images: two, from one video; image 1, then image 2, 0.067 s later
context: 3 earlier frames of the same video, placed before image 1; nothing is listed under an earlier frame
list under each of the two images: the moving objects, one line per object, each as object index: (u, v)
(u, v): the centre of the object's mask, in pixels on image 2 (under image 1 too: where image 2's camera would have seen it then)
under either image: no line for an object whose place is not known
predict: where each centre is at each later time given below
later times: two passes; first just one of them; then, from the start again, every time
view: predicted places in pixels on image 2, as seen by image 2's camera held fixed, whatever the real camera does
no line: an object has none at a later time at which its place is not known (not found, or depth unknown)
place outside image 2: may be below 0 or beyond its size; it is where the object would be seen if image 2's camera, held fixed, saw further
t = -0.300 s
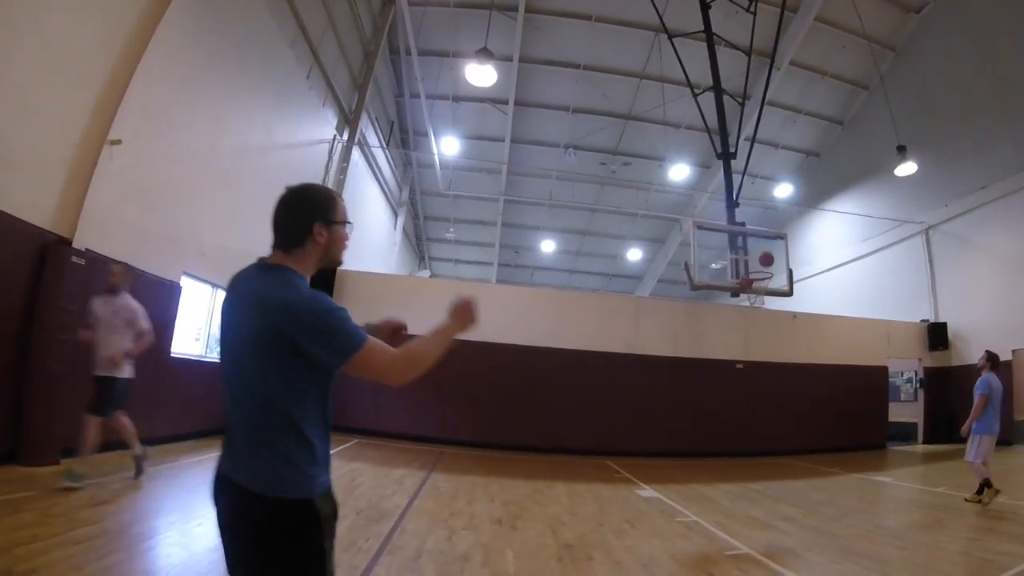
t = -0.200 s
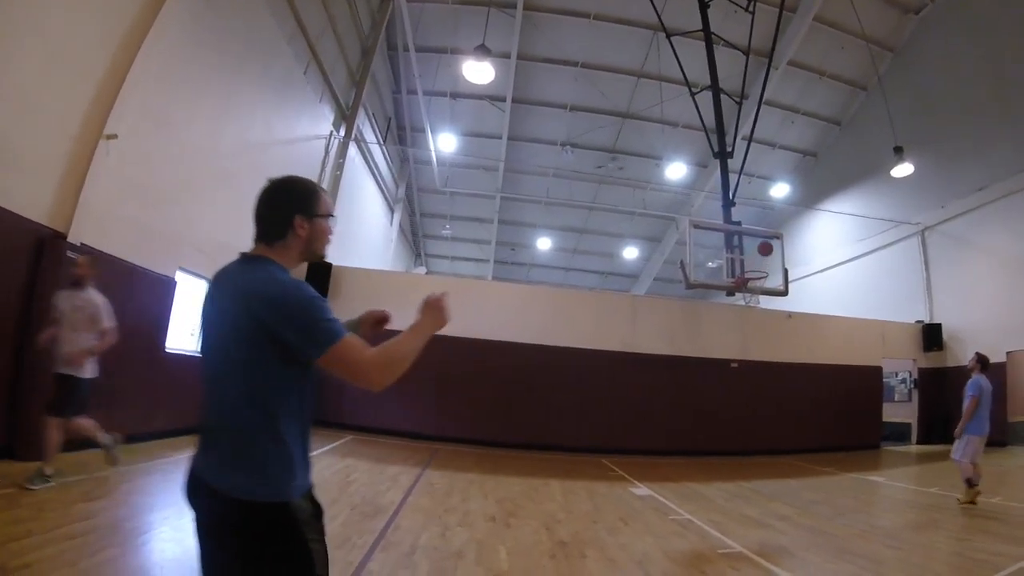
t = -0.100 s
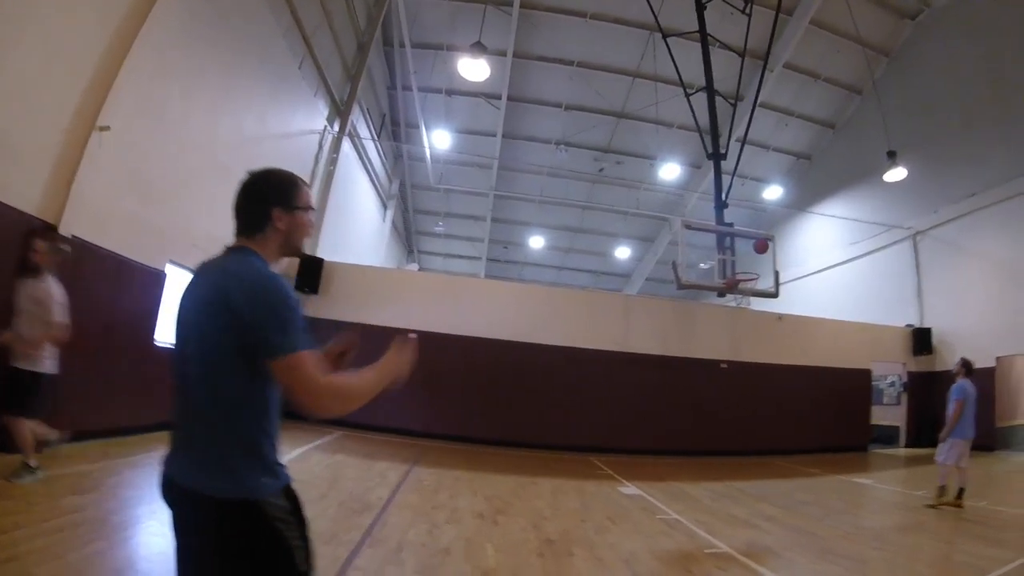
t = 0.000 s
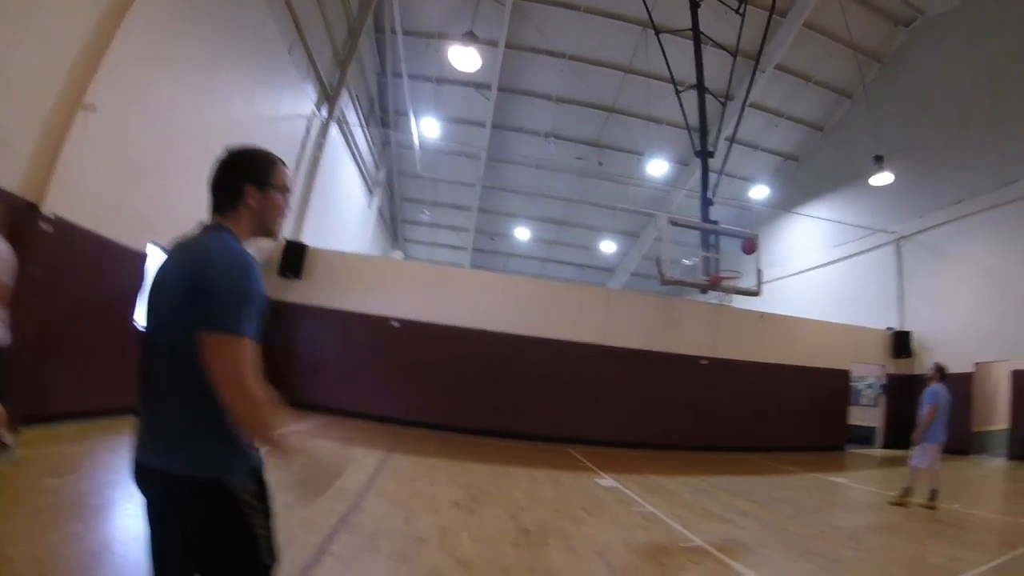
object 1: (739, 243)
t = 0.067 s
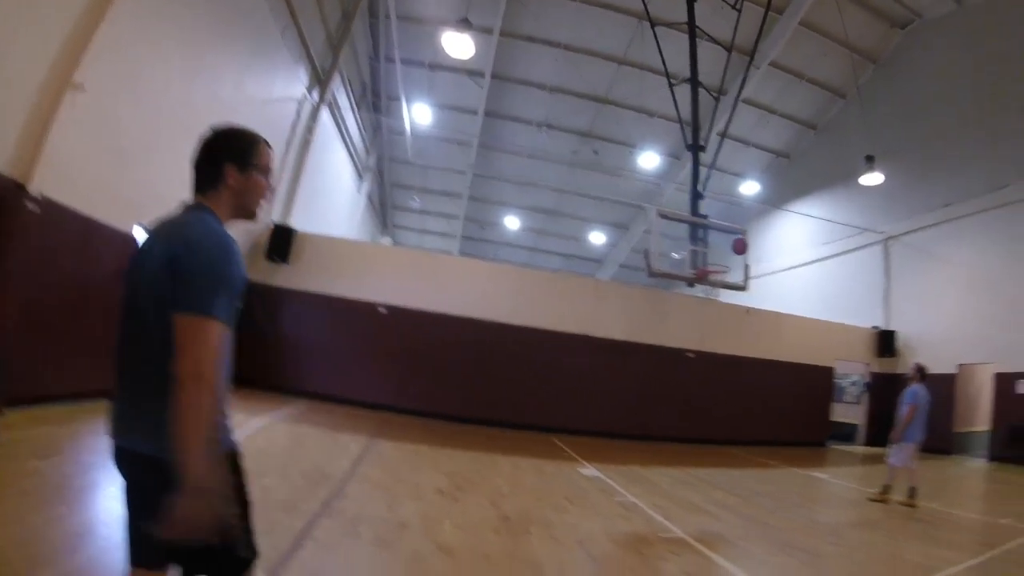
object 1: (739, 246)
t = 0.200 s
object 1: (738, 266)
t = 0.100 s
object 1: (740, 249)
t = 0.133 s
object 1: (740, 253)
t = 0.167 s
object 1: (739, 259)
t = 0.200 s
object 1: (738, 266)
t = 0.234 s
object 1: (737, 274)
